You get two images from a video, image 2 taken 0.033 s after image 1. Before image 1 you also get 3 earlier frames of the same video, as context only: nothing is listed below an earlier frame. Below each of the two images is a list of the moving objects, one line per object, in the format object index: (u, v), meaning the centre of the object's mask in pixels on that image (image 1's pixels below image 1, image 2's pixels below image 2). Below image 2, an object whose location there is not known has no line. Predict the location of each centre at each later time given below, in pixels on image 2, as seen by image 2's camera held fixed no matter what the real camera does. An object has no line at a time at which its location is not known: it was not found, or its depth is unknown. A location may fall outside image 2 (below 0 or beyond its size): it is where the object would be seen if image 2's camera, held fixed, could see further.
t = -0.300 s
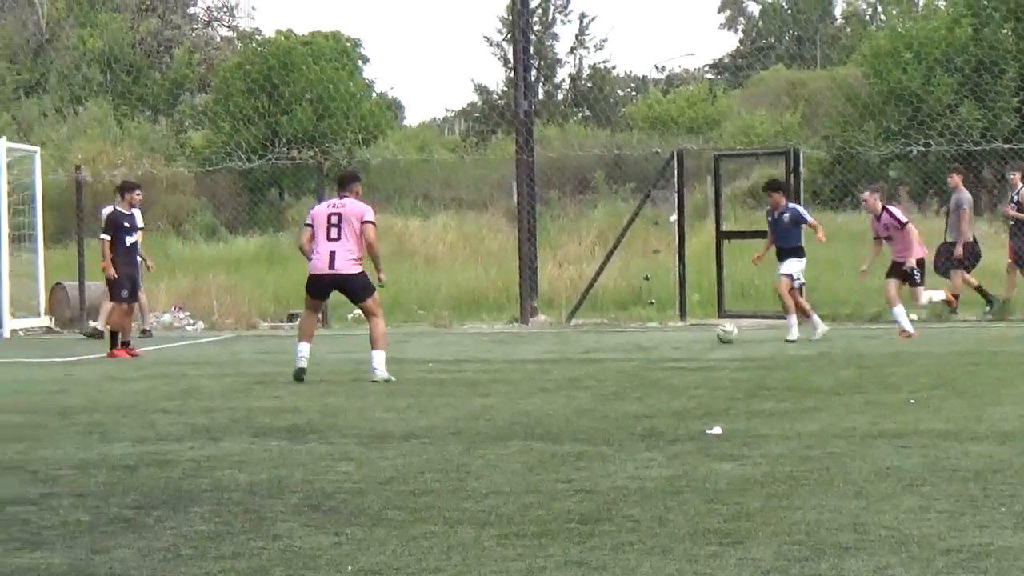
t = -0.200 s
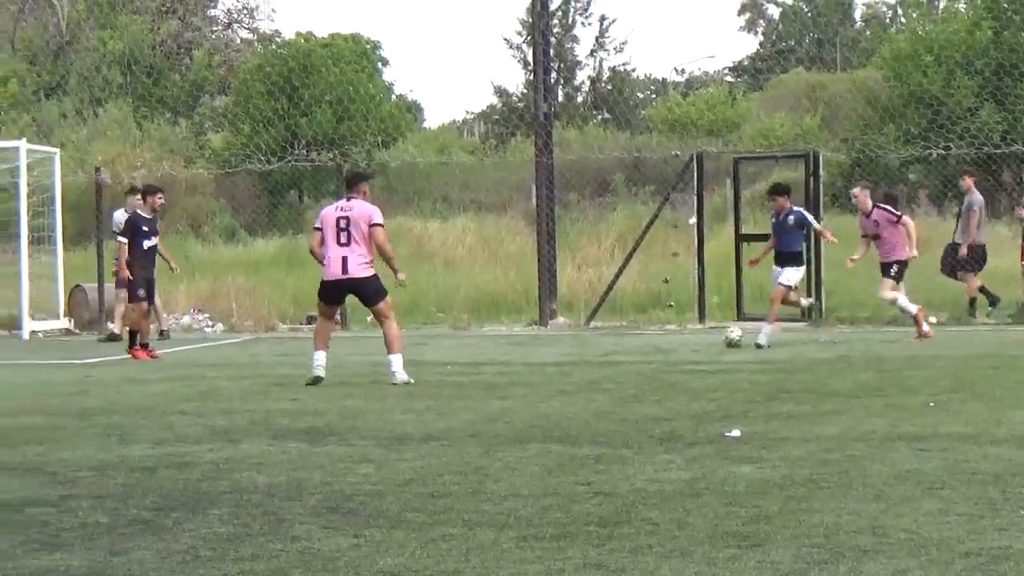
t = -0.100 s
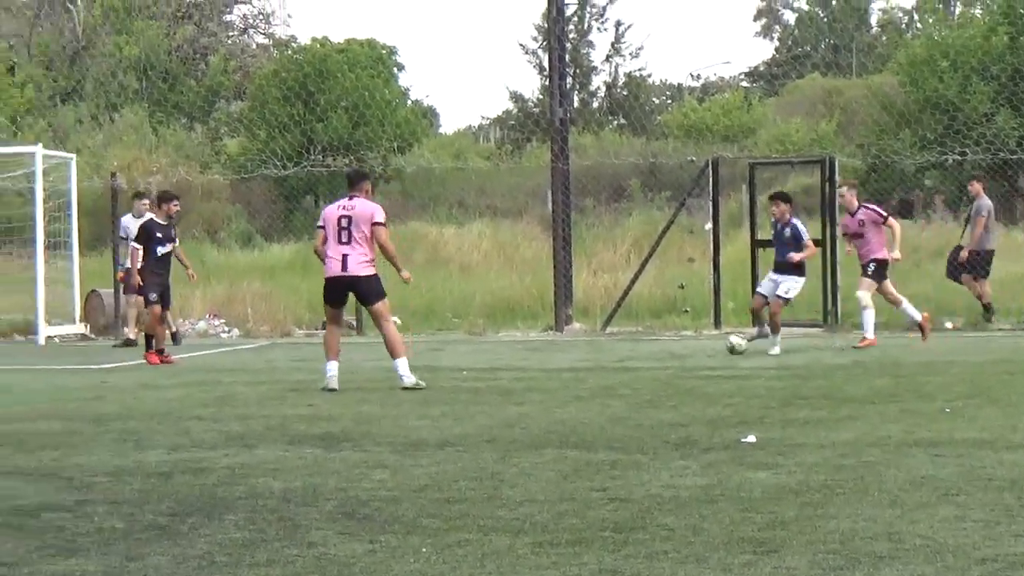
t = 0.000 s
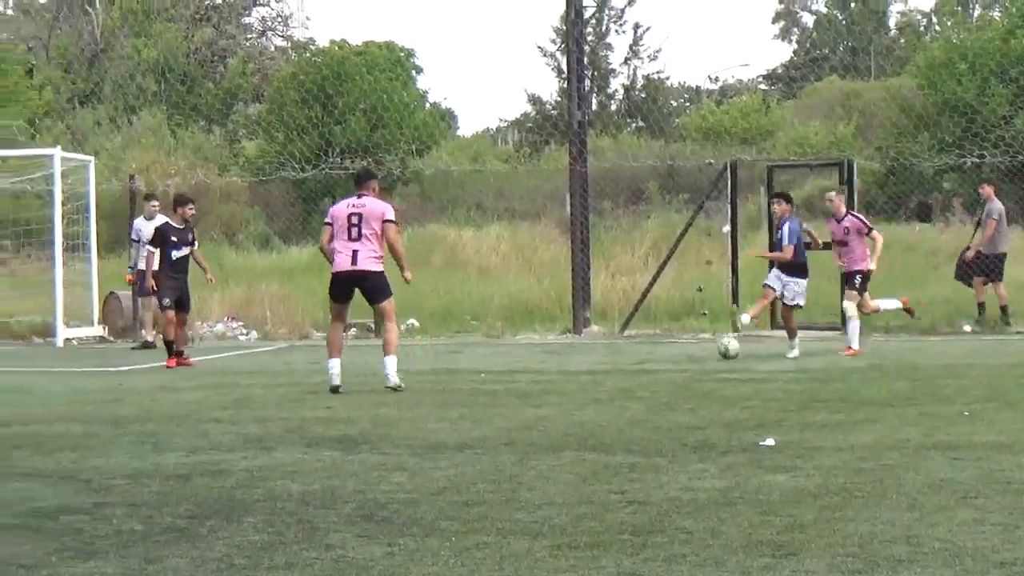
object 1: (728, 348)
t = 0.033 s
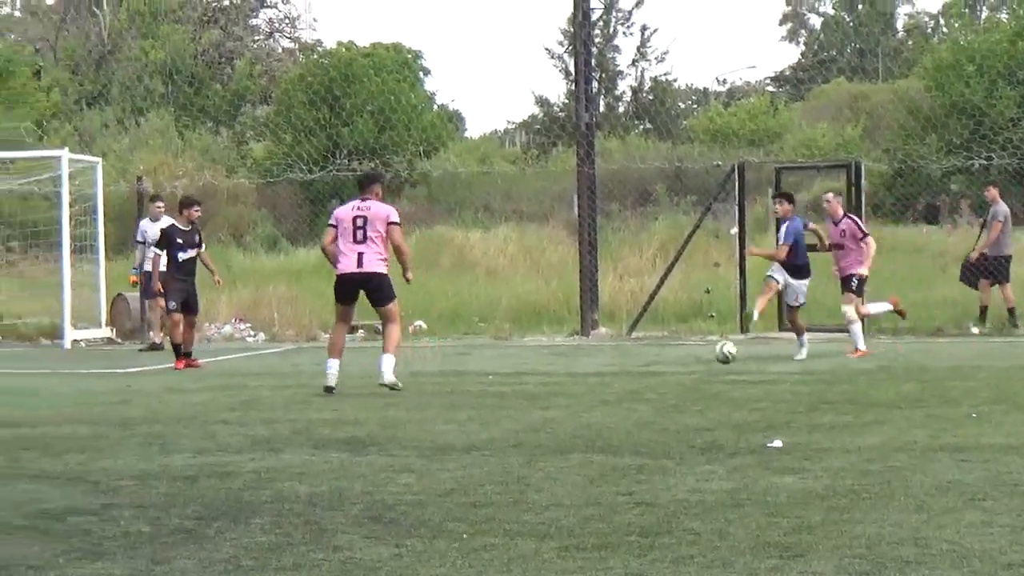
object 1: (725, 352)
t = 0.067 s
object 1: (718, 356)
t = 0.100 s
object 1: (711, 362)
